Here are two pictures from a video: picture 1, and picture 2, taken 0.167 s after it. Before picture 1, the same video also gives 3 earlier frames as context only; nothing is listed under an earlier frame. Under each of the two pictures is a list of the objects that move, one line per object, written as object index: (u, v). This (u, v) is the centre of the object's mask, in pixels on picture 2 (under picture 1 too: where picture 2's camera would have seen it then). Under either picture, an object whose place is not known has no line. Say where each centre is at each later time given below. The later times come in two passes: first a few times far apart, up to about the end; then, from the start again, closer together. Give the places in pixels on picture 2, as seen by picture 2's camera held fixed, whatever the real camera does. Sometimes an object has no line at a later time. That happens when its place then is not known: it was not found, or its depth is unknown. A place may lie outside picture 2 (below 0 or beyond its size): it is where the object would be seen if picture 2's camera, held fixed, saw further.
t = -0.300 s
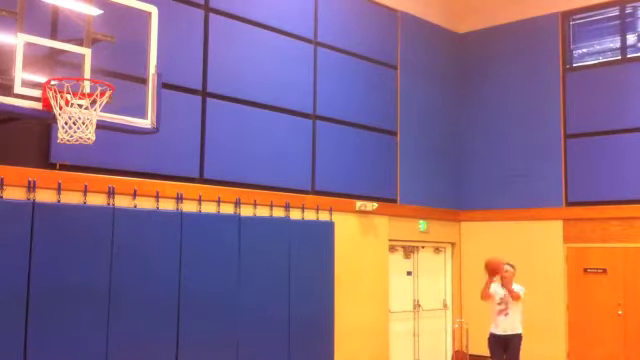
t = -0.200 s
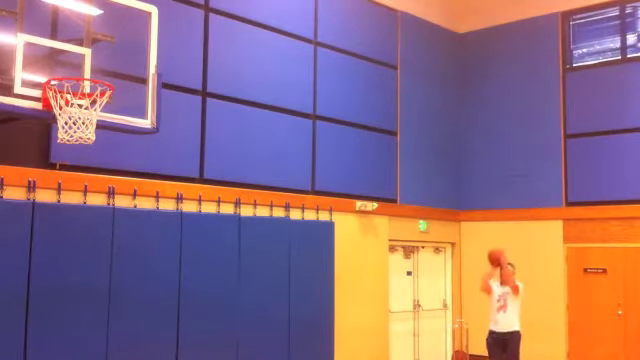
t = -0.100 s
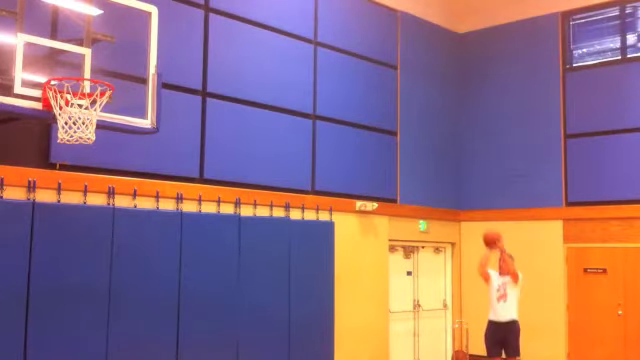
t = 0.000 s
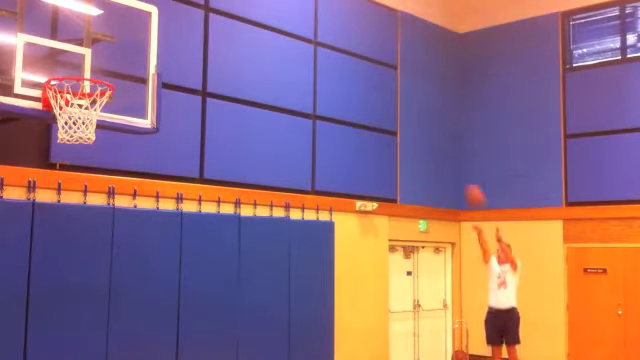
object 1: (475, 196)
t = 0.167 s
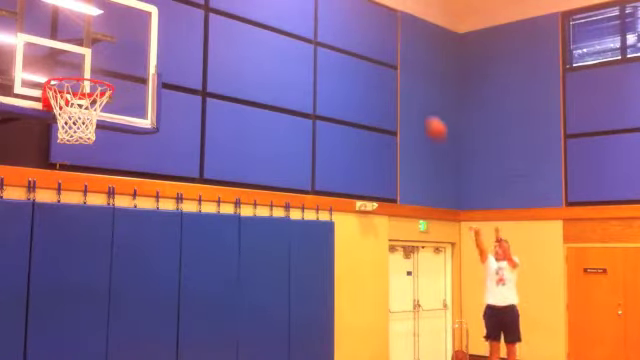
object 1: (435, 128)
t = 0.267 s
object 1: (411, 93)
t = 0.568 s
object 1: (322, 22)
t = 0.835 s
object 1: (216, 14)
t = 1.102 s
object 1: (66, 94)
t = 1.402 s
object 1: (64, 221)
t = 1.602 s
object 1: (64, 347)
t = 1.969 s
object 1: (101, 347)
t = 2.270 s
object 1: (142, 292)
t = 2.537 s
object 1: (172, 326)
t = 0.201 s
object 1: (427, 116)
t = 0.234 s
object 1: (419, 104)
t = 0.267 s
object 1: (411, 93)
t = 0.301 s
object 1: (402, 83)
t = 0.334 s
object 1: (394, 73)
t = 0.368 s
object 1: (384, 63)
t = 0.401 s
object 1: (374, 54)
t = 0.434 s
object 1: (364, 47)
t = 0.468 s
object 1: (355, 40)
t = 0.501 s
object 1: (344, 33)
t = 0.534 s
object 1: (333, 27)
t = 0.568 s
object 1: (322, 22)
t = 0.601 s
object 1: (310, 18)
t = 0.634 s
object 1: (299, 14)
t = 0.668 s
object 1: (286, 12)
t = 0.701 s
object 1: (273, 11)
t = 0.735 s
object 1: (259, 10)
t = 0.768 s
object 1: (246, 10)
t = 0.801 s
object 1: (231, 11)
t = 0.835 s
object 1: (216, 14)
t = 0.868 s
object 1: (200, 18)
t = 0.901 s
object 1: (182, 24)
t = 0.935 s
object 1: (166, 31)
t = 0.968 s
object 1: (147, 39)
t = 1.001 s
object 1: (127, 50)
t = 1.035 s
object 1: (107, 62)
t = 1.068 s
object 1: (84, 72)
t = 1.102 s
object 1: (66, 94)
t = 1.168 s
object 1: (60, 133)
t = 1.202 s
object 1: (60, 139)
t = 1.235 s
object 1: (60, 146)
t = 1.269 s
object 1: (62, 158)
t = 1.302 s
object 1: (63, 169)
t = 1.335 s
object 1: (63, 187)
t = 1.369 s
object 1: (63, 205)
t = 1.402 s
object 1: (64, 221)
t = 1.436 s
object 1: (66, 238)
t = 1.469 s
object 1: (65, 259)
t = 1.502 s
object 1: (65, 282)
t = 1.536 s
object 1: (65, 305)
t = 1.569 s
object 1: (64, 330)
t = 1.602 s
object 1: (64, 347)
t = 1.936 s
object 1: (97, 355)
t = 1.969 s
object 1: (101, 347)
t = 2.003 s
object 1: (105, 339)
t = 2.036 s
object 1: (111, 328)
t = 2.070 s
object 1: (115, 319)
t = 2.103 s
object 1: (119, 312)
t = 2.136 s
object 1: (124, 304)
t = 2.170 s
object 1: (129, 299)
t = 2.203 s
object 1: (133, 296)
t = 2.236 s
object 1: (137, 293)
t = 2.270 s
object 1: (142, 292)
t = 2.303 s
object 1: (146, 292)
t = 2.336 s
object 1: (150, 293)
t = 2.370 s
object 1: (153, 296)
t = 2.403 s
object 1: (158, 299)
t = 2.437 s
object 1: (162, 303)
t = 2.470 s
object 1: (165, 309)
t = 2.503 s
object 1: (168, 317)
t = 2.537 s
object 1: (172, 326)
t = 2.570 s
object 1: (175, 335)
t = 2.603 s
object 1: (179, 345)
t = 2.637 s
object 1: (182, 351)
